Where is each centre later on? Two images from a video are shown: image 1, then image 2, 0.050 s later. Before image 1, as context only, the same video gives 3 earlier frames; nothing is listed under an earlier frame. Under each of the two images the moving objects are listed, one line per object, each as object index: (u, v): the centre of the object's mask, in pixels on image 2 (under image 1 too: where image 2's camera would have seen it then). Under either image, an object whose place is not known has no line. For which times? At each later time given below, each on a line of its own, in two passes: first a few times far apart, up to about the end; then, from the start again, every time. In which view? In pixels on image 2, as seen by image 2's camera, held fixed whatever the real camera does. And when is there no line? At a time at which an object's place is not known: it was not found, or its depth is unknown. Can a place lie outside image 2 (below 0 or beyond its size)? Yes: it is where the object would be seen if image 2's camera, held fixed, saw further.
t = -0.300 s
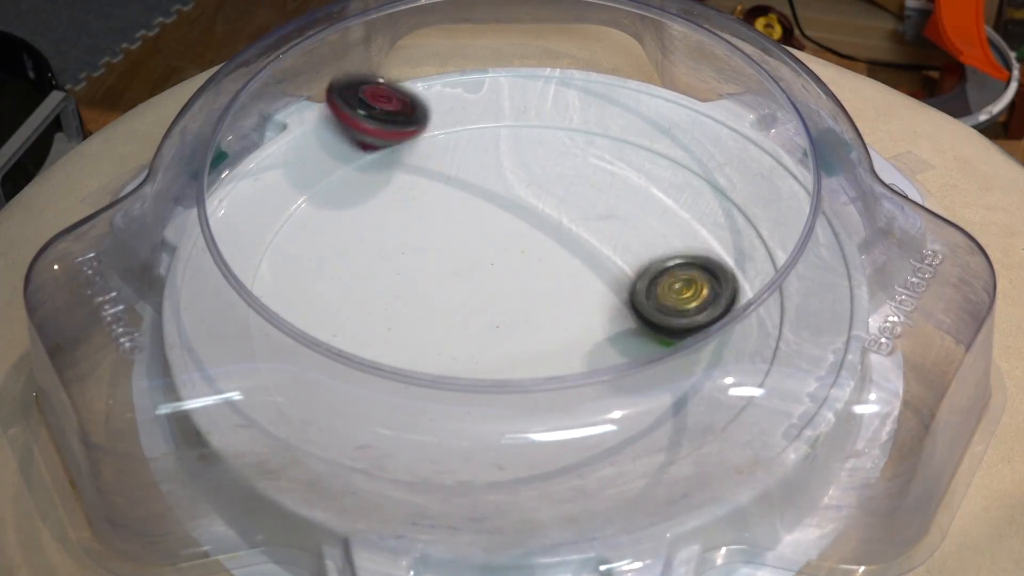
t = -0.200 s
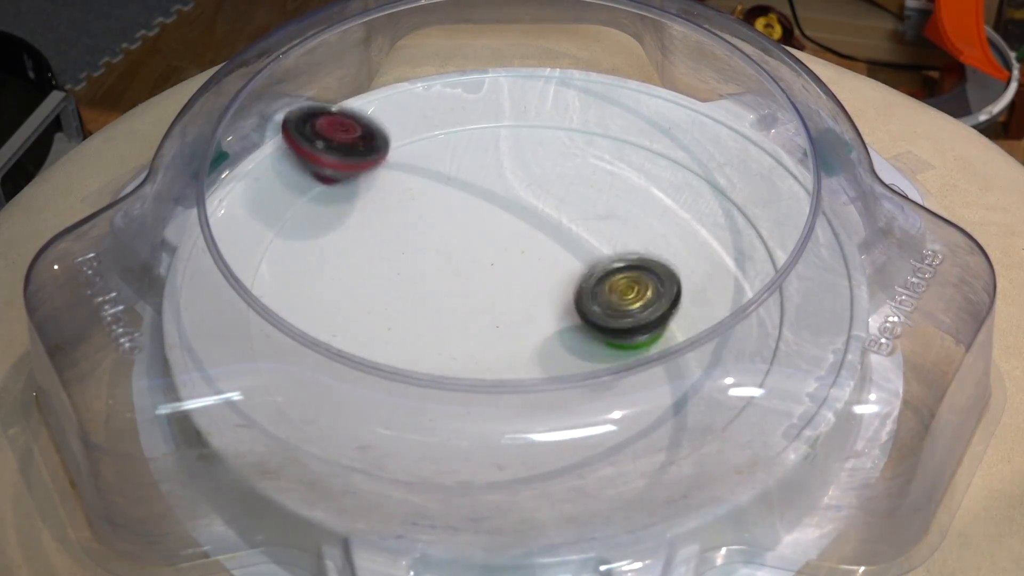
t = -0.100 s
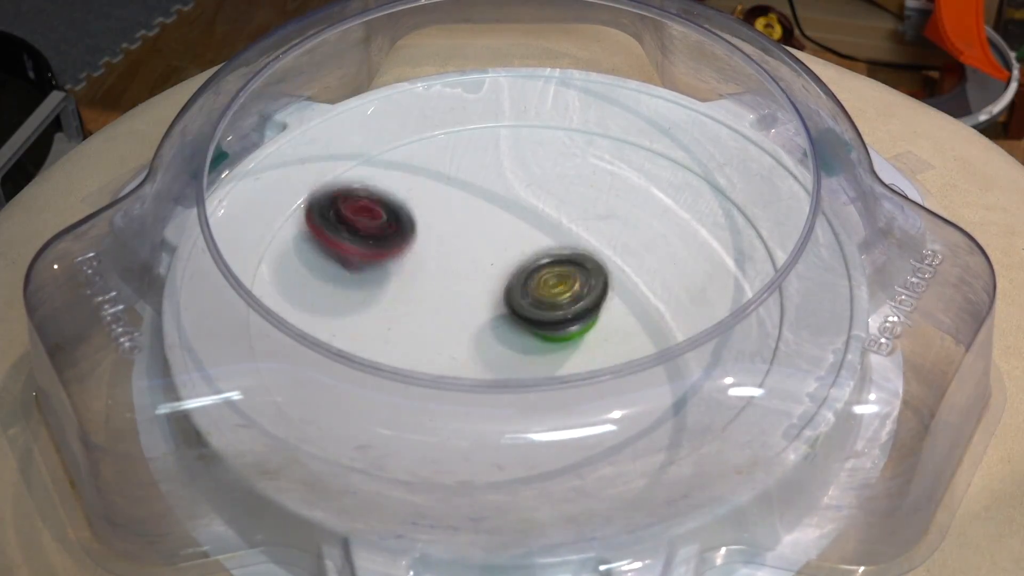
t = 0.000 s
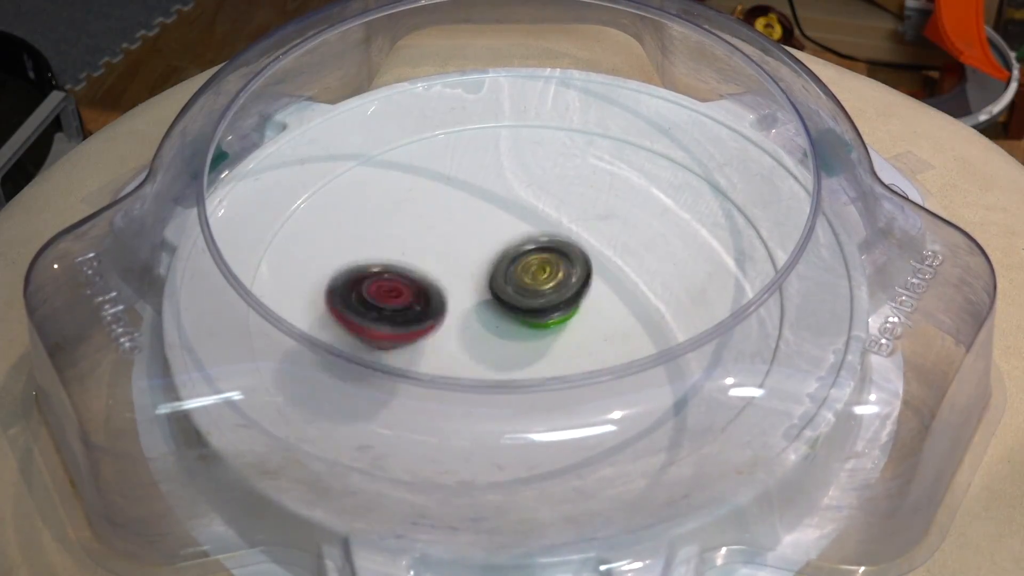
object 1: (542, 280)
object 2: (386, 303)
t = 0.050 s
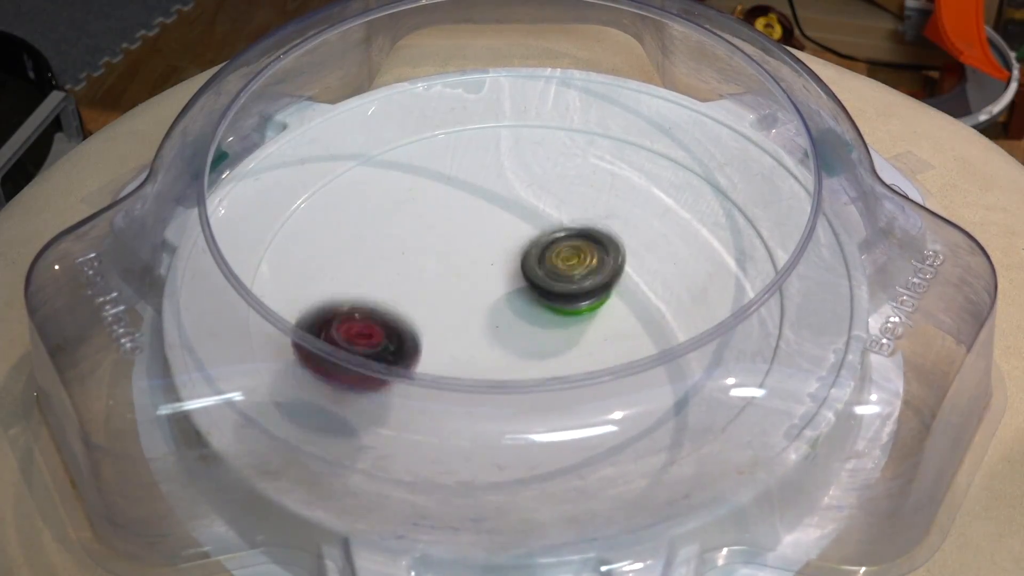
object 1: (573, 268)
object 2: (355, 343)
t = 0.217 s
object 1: (621, 267)
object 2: (378, 410)
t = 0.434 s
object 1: (625, 266)
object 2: (472, 263)
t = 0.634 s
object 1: (602, 254)
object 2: (480, 218)
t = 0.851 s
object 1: (610, 318)
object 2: (385, 252)
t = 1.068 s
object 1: (605, 327)
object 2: (389, 257)
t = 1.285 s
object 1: (721, 358)
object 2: (399, 175)
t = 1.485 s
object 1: (753, 339)
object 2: (382, 105)
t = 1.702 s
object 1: (551, 292)
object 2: (533, 189)
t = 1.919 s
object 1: (517, 456)
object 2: (520, 134)
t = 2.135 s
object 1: (556, 446)
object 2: (502, 251)
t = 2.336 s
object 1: (637, 332)
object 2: (384, 305)
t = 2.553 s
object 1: (672, 262)
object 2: (294, 229)
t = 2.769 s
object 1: (608, 296)
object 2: (332, 175)
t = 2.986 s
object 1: (780, 349)
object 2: (294, 185)
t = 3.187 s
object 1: (731, 314)
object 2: (448, 290)
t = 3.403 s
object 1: (610, 226)
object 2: (506, 400)
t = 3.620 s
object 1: (474, 232)
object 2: (458, 374)
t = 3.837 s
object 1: (357, 277)
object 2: (517, 350)
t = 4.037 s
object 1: (366, 318)
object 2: (614, 349)
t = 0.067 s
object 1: (582, 264)
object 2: (346, 372)
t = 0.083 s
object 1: (590, 263)
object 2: (334, 403)
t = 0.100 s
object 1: (597, 261)
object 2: (328, 430)
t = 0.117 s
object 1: (605, 260)
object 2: (322, 444)
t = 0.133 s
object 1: (609, 259)
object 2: (327, 441)
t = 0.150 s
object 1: (612, 261)
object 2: (336, 435)
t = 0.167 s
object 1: (616, 261)
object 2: (346, 425)
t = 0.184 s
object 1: (620, 263)
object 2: (355, 416)
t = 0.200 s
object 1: (621, 265)
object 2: (366, 413)
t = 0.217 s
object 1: (621, 267)
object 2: (378, 410)
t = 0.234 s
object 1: (620, 267)
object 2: (392, 396)
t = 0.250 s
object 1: (620, 269)
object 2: (404, 387)
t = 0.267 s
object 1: (616, 269)
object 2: (420, 376)
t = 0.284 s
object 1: (613, 271)
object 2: (432, 363)
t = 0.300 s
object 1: (610, 272)
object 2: (446, 345)
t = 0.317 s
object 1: (608, 273)
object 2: (458, 335)
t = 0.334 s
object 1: (604, 275)
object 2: (471, 324)
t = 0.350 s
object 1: (601, 277)
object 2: (482, 315)
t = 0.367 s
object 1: (601, 277)
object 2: (488, 292)
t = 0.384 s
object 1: (609, 274)
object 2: (484, 280)
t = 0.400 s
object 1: (616, 272)
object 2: (479, 270)
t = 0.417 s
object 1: (622, 268)
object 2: (475, 264)
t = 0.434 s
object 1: (625, 266)
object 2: (472, 263)
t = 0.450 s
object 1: (629, 263)
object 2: (468, 261)
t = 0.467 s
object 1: (632, 261)
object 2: (468, 250)
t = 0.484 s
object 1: (633, 259)
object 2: (468, 244)
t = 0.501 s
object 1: (632, 258)
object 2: (469, 242)
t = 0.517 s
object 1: (631, 256)
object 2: (468, 237)
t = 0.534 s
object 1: (631, 254)
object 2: (470, 227)
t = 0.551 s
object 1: (628, 254)
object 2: (471, 220)
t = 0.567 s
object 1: (625, 254)
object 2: (472, 218)
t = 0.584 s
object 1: (620, 253)
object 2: (474, 221)
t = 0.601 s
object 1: (615, 253)
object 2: (476, 228)
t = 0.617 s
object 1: (609, 254)
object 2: (477, 225)
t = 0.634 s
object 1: (602, 254)
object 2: (480, 218)
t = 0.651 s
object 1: (594, 257)
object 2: (483, 215)
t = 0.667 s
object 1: (586, 259)
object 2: (487, 217)
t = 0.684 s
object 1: (580, 262)
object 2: (490, 224)
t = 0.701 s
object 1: (578, 267)
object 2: (486, 224)
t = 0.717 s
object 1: (577, 272)
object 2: (481, 228)
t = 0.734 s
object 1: (573, 278)
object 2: (478, 235)
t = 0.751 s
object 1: (573, 283)
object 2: (469, 247)
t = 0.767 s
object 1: (582, 289)
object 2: (452, 253)
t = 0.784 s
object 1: (589, 297)
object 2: (437, 246)
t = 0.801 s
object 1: (595, 302)
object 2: (424, 242)
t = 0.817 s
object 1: (600, 308)
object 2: (411, 243)
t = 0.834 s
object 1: (605, 313)
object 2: (398, 248)
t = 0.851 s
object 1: (610, 318)
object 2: (385, 252)
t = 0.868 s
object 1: (612, 321)
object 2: (374, 252)
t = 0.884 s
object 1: (614, 323)
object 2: (368, 249)
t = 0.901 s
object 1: (615, 325)
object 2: (362, 247)
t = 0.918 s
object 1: (615, 326)
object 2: (357, 250)
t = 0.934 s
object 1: (617, 328)
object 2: (353, 251)
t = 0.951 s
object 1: (616, 328)
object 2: (352, 247)
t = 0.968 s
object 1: (615, 329)
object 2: (352, 247)
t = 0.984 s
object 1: (613, 329)
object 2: (353, 252)
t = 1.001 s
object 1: (612, 329)
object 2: (356, 257)
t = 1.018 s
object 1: (612, 329)
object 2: (364, 250)
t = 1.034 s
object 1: (610, 328)
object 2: (372, 248)
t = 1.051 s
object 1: (608, 328)
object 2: (380, 250)
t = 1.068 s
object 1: (605, 327)
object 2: (389, 257)
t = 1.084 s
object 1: (603, 326)
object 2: (400, 269)
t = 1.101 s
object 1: (600, 325)
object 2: (414, 263)
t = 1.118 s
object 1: (597, 324)
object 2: (429, 260)
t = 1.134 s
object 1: (593, 324)
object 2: (444, 262)
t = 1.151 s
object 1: (587, 322)
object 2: (458, 268)
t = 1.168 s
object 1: (582, 322)
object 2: (472, 271)
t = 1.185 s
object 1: (579, 321)
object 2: (485, 268)
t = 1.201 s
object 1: (601, 325)
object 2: (467, 254)
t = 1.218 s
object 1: (629, 329)
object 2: (451, 237)
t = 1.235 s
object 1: (654, 341)
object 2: (435, 220)
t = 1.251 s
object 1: (677, 348)
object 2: (423, 202)
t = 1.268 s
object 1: (698, 353)
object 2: (410, 189)
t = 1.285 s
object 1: (721, 358)
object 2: (399, 175)
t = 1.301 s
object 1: (744, 361)
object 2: (390, 160)
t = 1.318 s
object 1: (754, 355)
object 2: (381, 150)
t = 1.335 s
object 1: (762, 350)
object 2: (374, 141)
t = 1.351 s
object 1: (767, 348)
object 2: (370, 130)
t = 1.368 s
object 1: (768, 346)
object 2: (367, 122)
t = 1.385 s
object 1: (772, 350)
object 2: (366, 115)
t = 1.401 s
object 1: (771, 347)
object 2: (366, 113)
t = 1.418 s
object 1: (772, 347)
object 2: (367, 108)
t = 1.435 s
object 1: (771, 346)
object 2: (370, 106)
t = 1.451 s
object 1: (769, 345)
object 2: (372, 106)
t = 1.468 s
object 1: (765, 344)
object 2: (377, 104)
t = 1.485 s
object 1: (753, 339)
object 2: (382, 105)
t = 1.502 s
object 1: (741, 334)
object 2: (390, 104)
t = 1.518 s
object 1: (731, 330)
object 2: (397, 106)
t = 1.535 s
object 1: (714, 322)
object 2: (406, 108)
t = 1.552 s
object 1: (699, 317)
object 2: (416, 113)
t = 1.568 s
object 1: (681, 307)
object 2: (428, 118)
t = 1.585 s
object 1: (667, 305)
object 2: (441, 127)
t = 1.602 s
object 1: (652, 305)
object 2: (454, 137)
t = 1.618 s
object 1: (634, 299)
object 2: (469, 146)
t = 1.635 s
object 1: (614, 295)
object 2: (483, 157)
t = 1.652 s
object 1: (595, 290)
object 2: (499, 169)
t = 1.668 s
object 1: (577, 286)
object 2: (513, 180)
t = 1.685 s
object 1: (559, 280)
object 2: (527, 191)
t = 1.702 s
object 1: (551, 292)
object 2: (533, 189)
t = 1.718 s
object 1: (545, 311)
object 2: (533, 176)
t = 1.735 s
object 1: (541, 328)
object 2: (533, 165)
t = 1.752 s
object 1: (535, 340)
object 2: (534, 155)
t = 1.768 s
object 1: (531, 359)
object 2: (534, 146)
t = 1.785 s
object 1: (525, 380)
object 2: (533, 139)
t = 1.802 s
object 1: (522, 397)
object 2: (533, 132)
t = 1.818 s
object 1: (519, 424)
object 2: (531, 127)
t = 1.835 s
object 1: (518, 432)
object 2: (529, 123)
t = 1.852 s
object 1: (518, 439)
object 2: (526, 121)
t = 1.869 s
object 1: (518, 447)
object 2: (524, 122)
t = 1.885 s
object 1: (517, 455)
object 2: (522, 124)
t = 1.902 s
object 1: (516, 455)
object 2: (521, 128)
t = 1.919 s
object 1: (517, 456)
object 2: (520, 134)
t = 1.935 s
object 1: (520, 462)
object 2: (520, 142)
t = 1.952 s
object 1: (521, 483)
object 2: (520, 149)
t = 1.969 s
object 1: (522, 490)
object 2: (521, 156)
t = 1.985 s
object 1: (524, 491)
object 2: (521, 164)
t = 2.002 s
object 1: (526, 487)
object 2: (520, 173)
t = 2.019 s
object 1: (530, 480)
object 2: (519, 183)
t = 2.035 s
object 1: (533, 480)
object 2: (517, 193)
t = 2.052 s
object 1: (537, 469)
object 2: (514, 203)
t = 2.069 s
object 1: (539, 465)
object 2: (512, 214)
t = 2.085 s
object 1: (543, 459)
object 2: (510, 223)
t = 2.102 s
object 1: (546, 455)
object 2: (507, 236)
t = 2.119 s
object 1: (552, 450)
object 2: (505, 241)
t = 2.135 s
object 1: (556, 446)
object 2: (502, 251)
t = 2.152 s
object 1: (560, 442)
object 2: (499, 266)
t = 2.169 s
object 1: (562, 437)
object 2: (494, 273)
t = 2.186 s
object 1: (564, 428)
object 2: (490, 282)
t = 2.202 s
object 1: (566, 422)
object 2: (485, 296)
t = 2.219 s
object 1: (569, 417)
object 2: (482, 299)
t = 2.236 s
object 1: (571, 393)
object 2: (480, 305)
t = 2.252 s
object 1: (571, 389)
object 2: (477, 315)
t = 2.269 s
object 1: (576, 371)
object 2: (475, 324)
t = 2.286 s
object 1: (591, 361)
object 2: (453, 320)
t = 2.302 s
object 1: (609, 357)
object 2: (431, 310)
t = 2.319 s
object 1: (626, 347)
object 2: (407, 306)
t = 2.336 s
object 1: (637, 332)
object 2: (384, 305)
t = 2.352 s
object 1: (650, 326)
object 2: (362, 301)
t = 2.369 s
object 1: (663, 318)
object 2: (341, 294)
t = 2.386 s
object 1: (674, 310)
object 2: (321, 285)
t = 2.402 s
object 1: (682, 303)
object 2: (304, 277)
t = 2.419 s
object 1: (687, 300)
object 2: (289, 267)
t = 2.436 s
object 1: (694, 292)
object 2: (278, 259)
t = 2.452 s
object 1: (697, 289)
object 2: (271, 253)
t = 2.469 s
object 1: (698, 283)
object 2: (270, 248)
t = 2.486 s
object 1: (697, 280)
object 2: (270, 243)
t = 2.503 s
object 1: (692, 273)
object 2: (273, 242)
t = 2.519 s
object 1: (688, 270)
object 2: (277, 237)
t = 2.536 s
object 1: (681, 267)
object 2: (285, 233)
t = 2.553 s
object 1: (672, 262)
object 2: (294, 229)
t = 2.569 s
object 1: (662, 261)
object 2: (306, 226)
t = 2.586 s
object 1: (650, 257)
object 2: (316, 222)
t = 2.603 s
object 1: (638, 257)
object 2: (328, 221)
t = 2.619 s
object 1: (624, 255)
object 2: (339, 220)
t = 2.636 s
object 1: (608, 256)
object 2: (353, 218)
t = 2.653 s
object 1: (592, 256)
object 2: (367, 217)
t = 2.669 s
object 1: (575, 255)
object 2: (382, 217)
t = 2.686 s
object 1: (558, 256)
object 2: (397, 217)
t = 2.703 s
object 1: (540, 256)
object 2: (413, 219)
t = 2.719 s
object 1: (526, 261)
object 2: (423, 218)
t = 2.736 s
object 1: (553, 272)
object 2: (392, 204)
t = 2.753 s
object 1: (581, 285)
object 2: (360, 188)
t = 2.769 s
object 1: (608, 296)
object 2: (332, 175)
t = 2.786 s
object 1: (633, 306)
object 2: (311, 160)
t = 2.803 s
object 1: (657, 310)
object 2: (299, 147)
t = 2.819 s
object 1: (675, 312)
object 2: (286, 136)
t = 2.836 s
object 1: (700, 327)
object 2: (278, 132)
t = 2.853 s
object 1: (722, 335)
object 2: (272, 132)
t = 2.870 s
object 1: (741, 342)
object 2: (270, 139)
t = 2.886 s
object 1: (760, 349)
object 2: (270, 152)
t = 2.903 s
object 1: (767, 347)
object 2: (271, 159)
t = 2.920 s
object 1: (771, 347)
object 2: (275, 164)
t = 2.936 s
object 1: (774, 348)
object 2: (278, 166)
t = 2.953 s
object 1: (777, 349)
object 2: (281, 173)
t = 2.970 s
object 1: (778, 349)
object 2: (287, 179)
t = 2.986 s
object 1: (780, 349)
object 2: (294, 185)
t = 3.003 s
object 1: (780, 349)
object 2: (301, 193)
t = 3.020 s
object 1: (780, 348)
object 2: (309, 204)
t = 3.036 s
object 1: (779, 347)
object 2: (319, 213)
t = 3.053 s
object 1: (780, 342)
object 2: (331, 222)
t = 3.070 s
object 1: (778, 340)
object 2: (344, 231)
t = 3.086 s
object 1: (777, 336)
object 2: (358, 241)
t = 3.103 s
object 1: (775, 334)
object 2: (372, 249)
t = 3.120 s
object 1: (766, 327)
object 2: (387, 257)
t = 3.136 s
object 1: (759, 326)
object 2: (402, 266)
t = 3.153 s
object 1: (752, 322)
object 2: (418, 276)
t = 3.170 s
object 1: (743, 319)
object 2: (432, 282)
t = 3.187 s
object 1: (731, 314)
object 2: (448, 290)
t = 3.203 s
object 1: (720, 309)
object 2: (464, 298)
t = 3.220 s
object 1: (702, 298)
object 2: (479, 305)
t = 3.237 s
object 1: (691, 297)
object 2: (493, 314)
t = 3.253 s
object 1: (678, 297)
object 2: (507, 319)
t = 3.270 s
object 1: (664, 295)
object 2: (520, 321)
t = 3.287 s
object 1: (649, 292)
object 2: (534, 329)
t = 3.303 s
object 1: (639, 284)
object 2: (538, 337)
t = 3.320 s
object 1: (637, 272)
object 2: (531, 344)
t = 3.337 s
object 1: (634, 261)
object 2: (524, 349)
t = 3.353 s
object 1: (631, 251)
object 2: (522, 371)
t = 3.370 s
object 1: (625, 241)
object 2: (517, 377)
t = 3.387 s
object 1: (618, 233)
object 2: (511, 394)
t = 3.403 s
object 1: (610, 226)
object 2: (506, 400)
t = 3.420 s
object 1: (602, 219)
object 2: (500, 402)
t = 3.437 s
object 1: (594, 214)
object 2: (495, 407)
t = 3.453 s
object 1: (585, 210)
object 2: (493, 419)
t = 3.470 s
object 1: (575, 208)
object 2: (486, 409)
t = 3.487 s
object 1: (565, 207)
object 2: (484, 419)
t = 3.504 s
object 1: (554, 206)
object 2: (480, 419)
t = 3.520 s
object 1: (542, 207)
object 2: (475, 409)
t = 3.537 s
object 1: (529, 210)
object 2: (474, 417)
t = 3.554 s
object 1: (518, 212)
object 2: (468, 403)
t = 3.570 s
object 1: (506, 216)
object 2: (465, 396)
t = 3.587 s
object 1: (496, 221)
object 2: (464, 395)
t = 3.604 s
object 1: (485, 226)
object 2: (461, 378)
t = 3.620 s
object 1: (474, 232)
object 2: (458, 374)
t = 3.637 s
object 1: (462, 240)
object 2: (456, 371)
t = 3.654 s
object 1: (450, 246)
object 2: (454, 355)
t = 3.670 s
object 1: (440, 254)
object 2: (454, 350)
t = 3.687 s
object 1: (430, 261)
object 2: (454, 348)
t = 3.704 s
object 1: (421, 268)
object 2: (455, 344)
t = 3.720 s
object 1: (414, 273)
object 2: (456, 343)
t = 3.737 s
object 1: (403, 273)
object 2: (464, 342)
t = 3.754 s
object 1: (393, 272)
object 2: (472, 345)
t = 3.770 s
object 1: (383, 271)
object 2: (480, 347)
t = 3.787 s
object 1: (374, 272)
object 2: (489, 348)
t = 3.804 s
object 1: (368, 273)
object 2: (497, 349)
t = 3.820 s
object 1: (363, 274)
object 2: (506, 350)
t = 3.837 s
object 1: (357, 277)
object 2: (517, 350)
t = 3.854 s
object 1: (353, 280)
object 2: (527, 350)
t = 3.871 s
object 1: (349, 283)
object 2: (537, 350)
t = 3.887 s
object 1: (346, 287)
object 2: (547, 350)
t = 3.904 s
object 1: (344, 290)
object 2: (557, 350)
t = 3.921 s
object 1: (344, 293)
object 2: (565, 350)
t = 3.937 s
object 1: (345, 297)
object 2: (574, 349)
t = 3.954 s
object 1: (345, 300)
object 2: (585, 357)
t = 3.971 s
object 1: (347, 305)
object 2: (588, 348)
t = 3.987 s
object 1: (350, 309)
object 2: (597, 354)
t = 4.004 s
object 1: (355, 313)
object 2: (603, 353)
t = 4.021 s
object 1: (360, 315)
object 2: (608, 351)
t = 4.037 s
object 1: (366, 318)
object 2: (614, 349)
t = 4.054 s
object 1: (372, 321)
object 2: (619, 348)
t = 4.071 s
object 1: (379, 324)
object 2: (620, 339)
